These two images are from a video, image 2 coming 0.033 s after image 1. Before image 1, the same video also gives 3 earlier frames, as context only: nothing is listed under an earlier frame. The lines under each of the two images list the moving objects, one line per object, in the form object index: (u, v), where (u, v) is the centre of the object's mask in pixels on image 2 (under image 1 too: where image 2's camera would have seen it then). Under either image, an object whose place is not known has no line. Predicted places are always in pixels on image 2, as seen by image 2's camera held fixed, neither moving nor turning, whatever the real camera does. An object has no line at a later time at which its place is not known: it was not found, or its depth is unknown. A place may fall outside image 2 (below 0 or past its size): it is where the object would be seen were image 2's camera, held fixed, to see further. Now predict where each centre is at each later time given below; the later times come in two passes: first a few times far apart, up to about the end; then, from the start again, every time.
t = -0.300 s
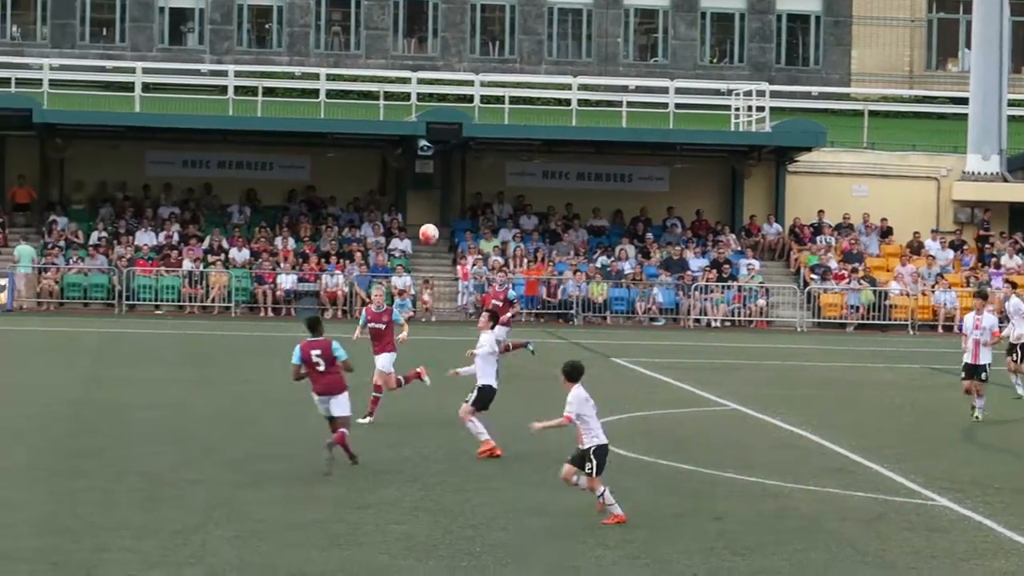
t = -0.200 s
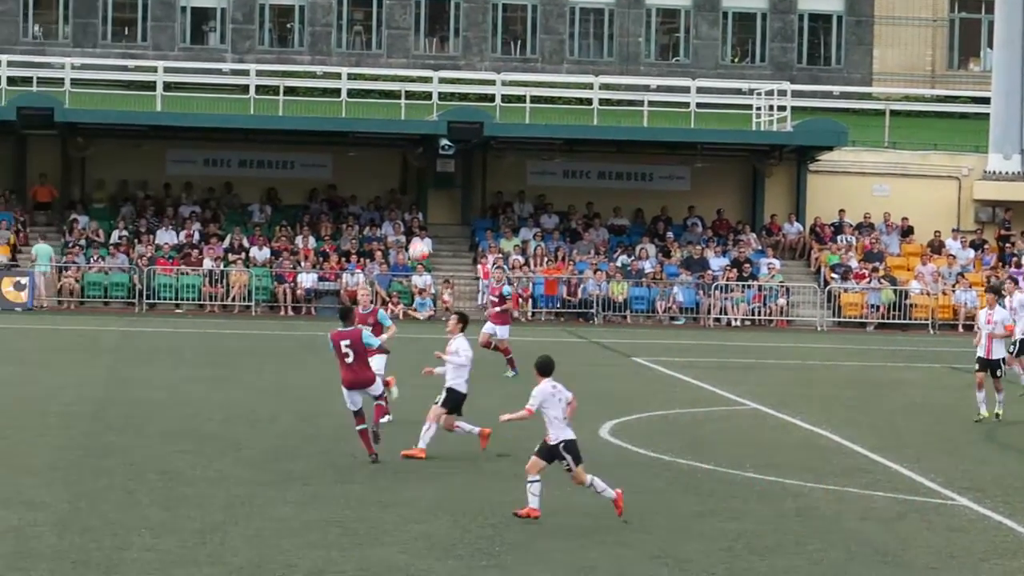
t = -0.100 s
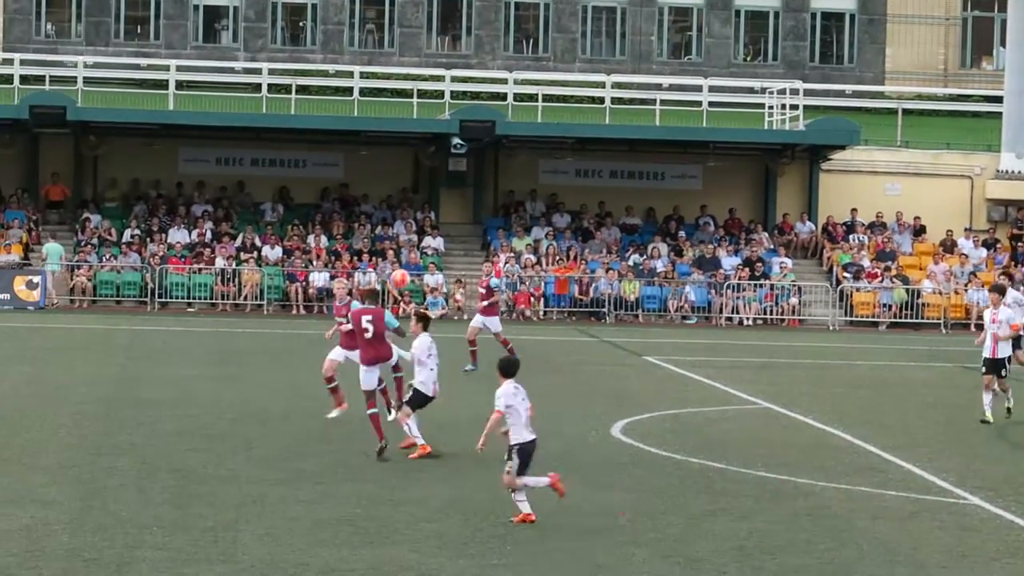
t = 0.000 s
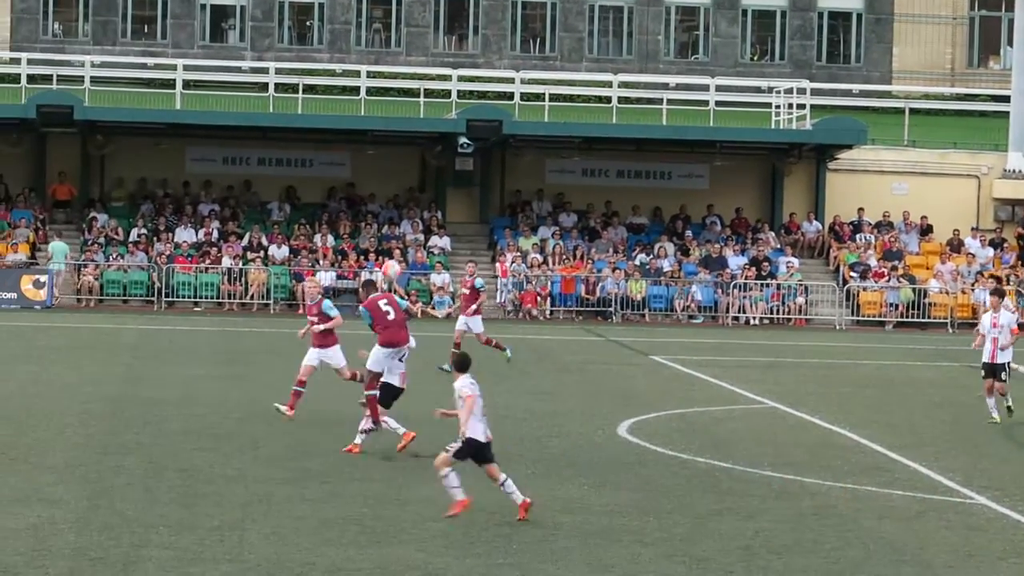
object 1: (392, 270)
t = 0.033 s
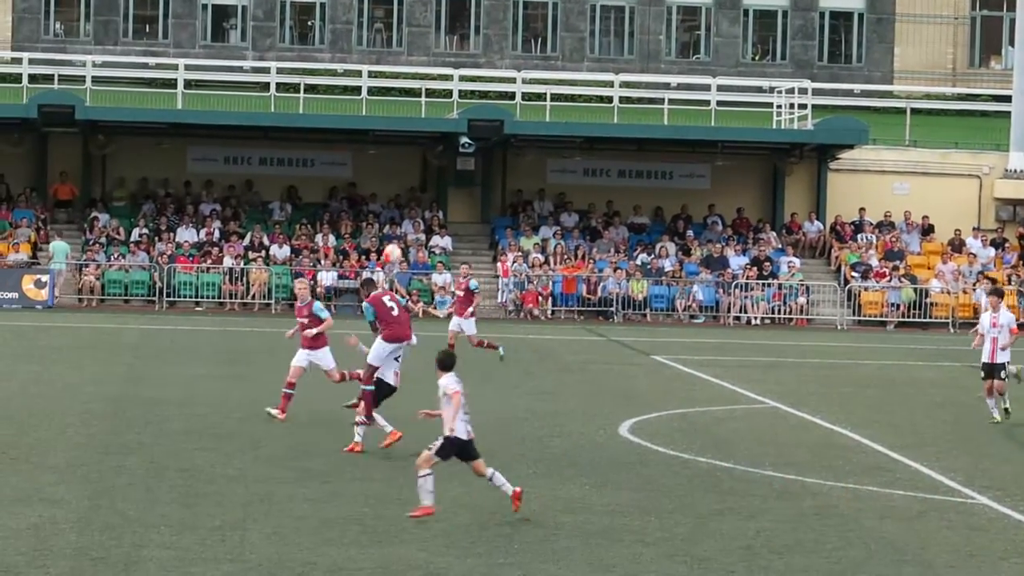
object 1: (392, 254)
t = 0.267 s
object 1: (390, 173)
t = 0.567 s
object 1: (386, 142)
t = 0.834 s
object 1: (378, 175)
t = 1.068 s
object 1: (370, 243)
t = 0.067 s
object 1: (392, 240)
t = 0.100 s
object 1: (392, 226)
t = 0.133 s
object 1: (392, 214)
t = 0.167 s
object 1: (392, 202)
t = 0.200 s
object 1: (391, 192)
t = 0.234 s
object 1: (391, 182)
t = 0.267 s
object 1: (390, 173)
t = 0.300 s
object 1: (390, 166)
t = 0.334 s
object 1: (389, 160)
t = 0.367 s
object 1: (389, 154)
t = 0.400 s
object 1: (388, 150)
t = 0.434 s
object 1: (387, 147)
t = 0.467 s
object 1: (387, 144)
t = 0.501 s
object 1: (386, 143)
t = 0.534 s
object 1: (386, 142)
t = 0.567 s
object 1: (386, 142)
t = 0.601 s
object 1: (384, 143)
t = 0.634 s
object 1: (384, 145)
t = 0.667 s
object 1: (383, 148)
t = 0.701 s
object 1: (382, 152)
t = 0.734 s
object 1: (381, 156)
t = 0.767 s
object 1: (380, 162)
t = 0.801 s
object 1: (379, 168)
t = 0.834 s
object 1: (378, 175)
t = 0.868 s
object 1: (377, 182)
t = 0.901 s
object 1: (376, 191)
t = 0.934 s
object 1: (375, 200)
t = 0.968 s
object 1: (374, 210)
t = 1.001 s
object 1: (373, 220)
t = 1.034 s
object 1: (372, 231)
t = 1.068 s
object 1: (370, 243)
